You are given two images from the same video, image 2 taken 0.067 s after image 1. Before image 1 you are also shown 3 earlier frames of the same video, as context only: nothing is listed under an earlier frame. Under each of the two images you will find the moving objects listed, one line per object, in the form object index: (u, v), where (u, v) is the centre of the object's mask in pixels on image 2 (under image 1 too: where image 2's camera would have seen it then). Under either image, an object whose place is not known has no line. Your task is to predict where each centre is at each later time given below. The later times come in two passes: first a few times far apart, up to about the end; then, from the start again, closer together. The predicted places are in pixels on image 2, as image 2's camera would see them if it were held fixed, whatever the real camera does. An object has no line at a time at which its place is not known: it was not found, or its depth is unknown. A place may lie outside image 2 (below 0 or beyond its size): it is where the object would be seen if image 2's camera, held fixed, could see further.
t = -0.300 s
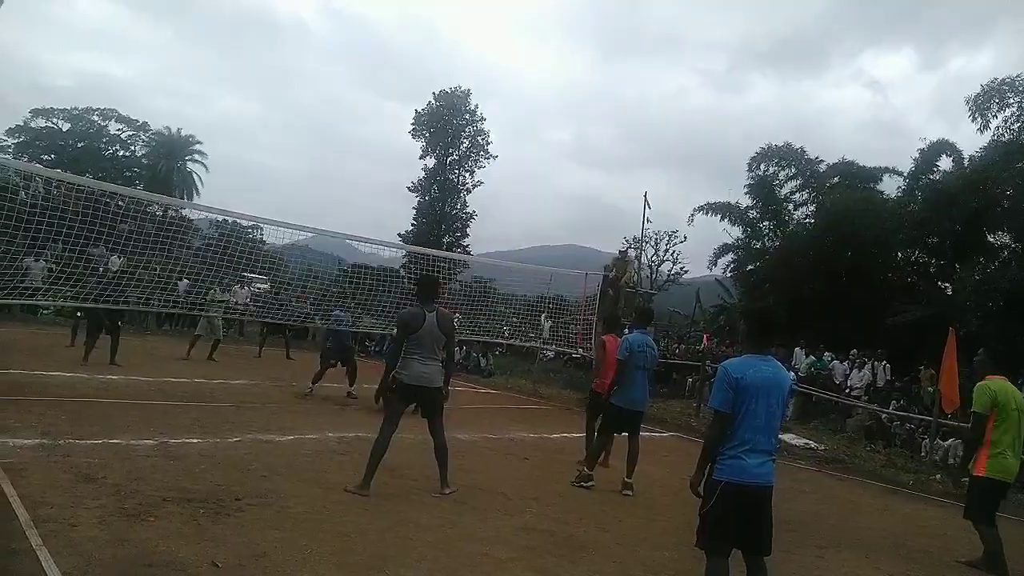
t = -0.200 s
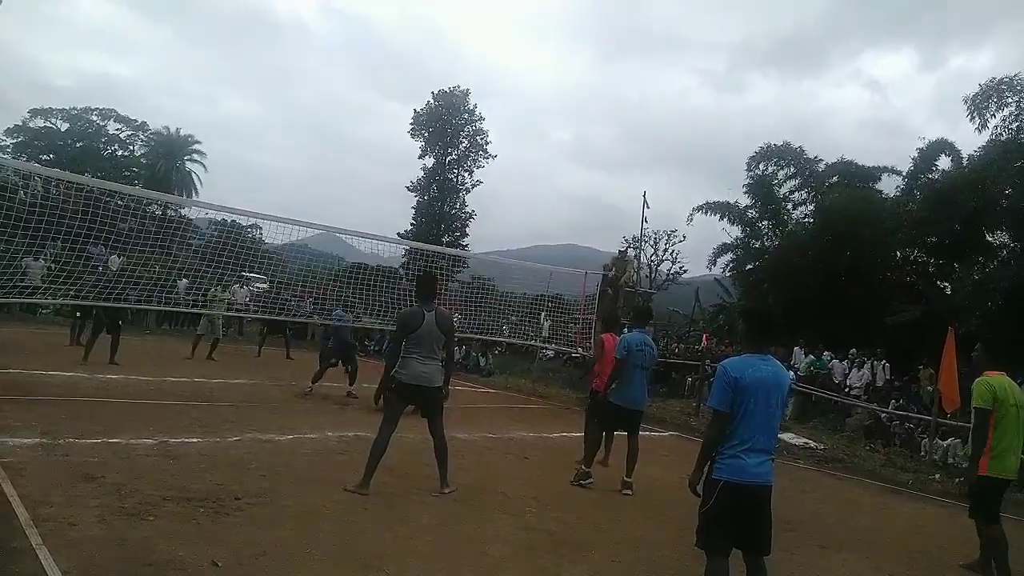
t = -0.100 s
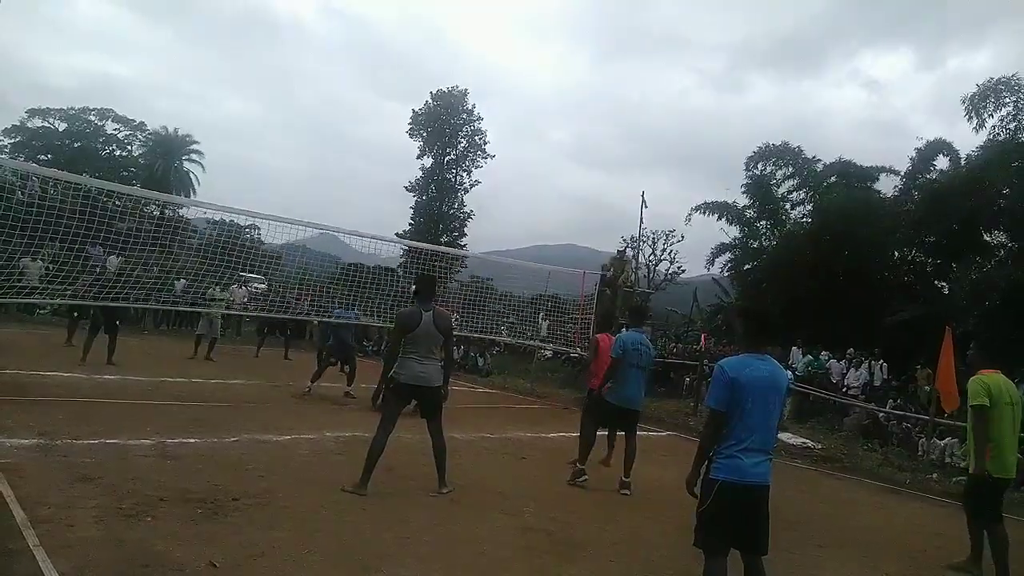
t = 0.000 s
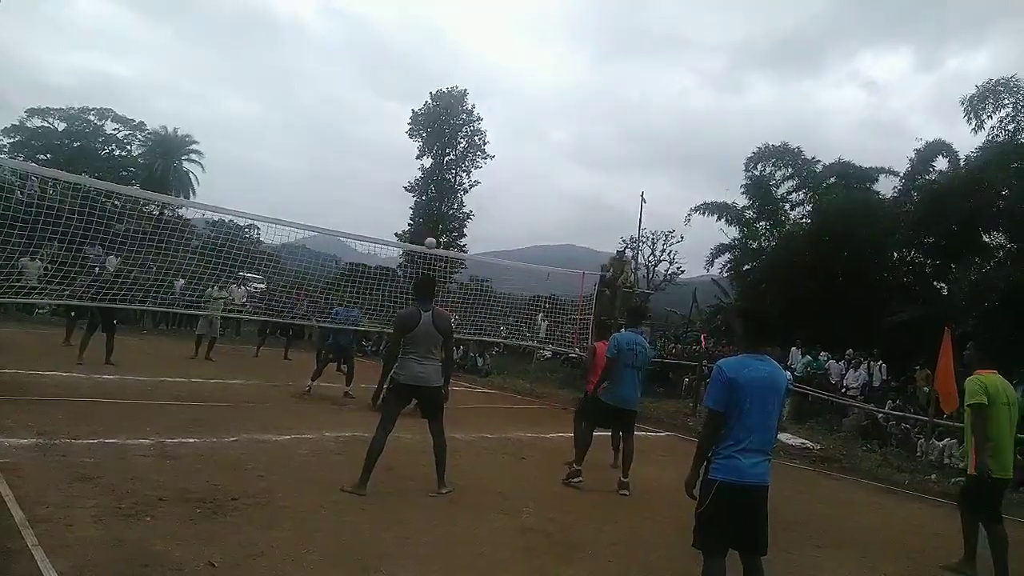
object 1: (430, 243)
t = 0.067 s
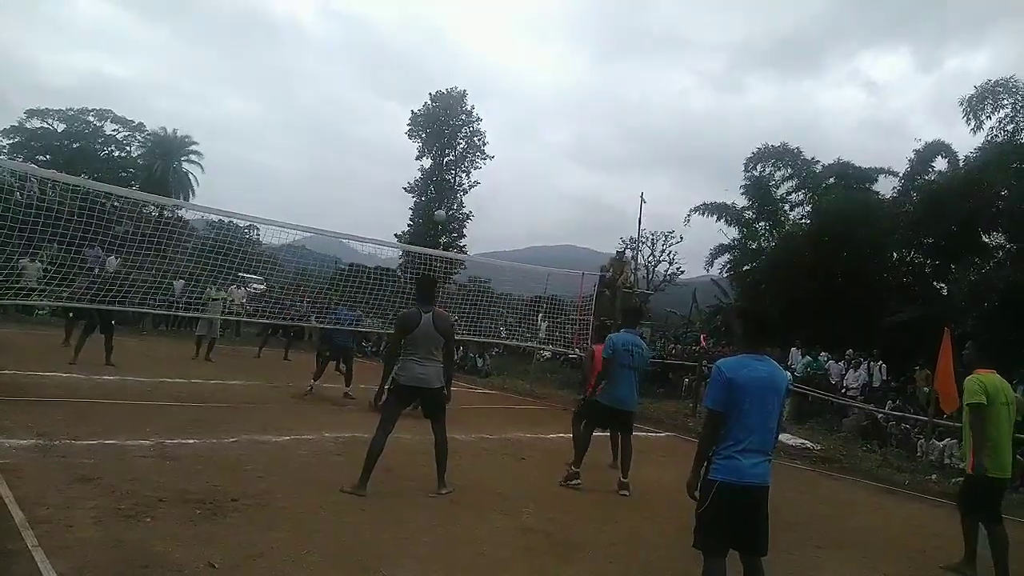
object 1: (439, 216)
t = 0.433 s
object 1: (491, 107)
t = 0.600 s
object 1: (513, 88)
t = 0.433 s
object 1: (491, 107)
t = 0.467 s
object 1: (496, 101)
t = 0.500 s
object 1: (500, 97)
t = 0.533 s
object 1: (505, 93)
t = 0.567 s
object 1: (509, 90)
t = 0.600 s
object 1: (513, 88)
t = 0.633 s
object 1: (518, 87)
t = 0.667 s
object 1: (522, 87)
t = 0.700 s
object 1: (526, 88)
